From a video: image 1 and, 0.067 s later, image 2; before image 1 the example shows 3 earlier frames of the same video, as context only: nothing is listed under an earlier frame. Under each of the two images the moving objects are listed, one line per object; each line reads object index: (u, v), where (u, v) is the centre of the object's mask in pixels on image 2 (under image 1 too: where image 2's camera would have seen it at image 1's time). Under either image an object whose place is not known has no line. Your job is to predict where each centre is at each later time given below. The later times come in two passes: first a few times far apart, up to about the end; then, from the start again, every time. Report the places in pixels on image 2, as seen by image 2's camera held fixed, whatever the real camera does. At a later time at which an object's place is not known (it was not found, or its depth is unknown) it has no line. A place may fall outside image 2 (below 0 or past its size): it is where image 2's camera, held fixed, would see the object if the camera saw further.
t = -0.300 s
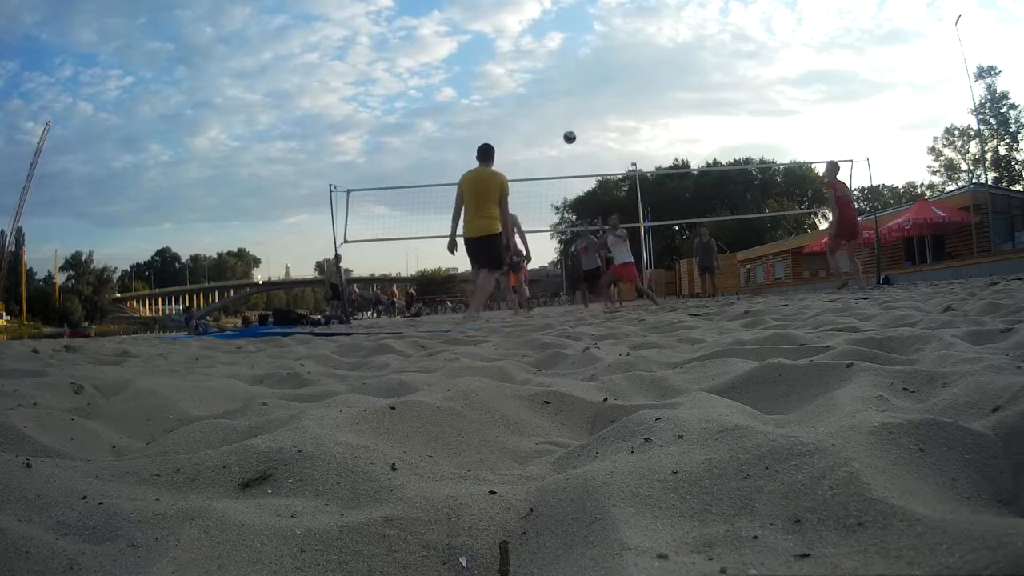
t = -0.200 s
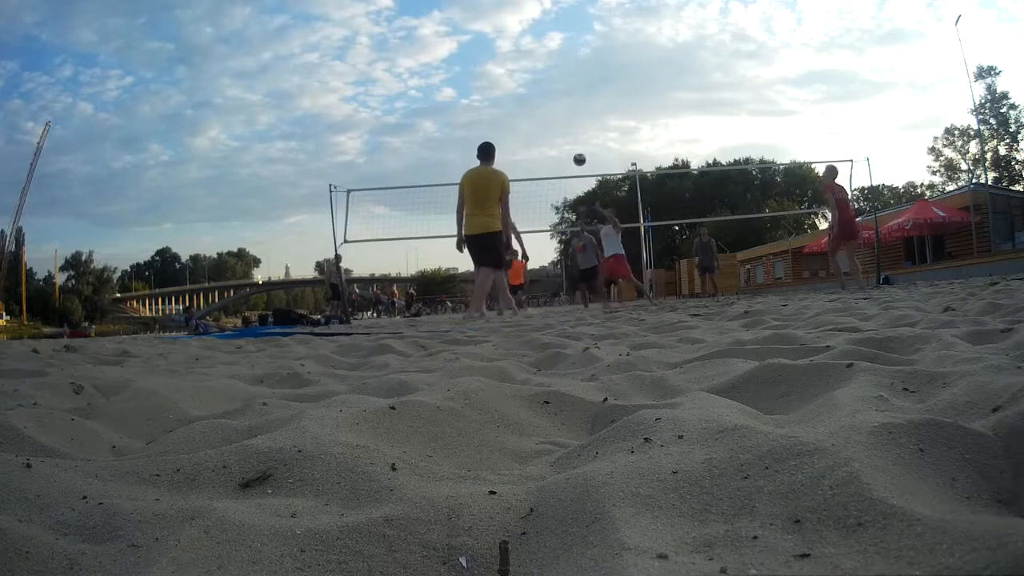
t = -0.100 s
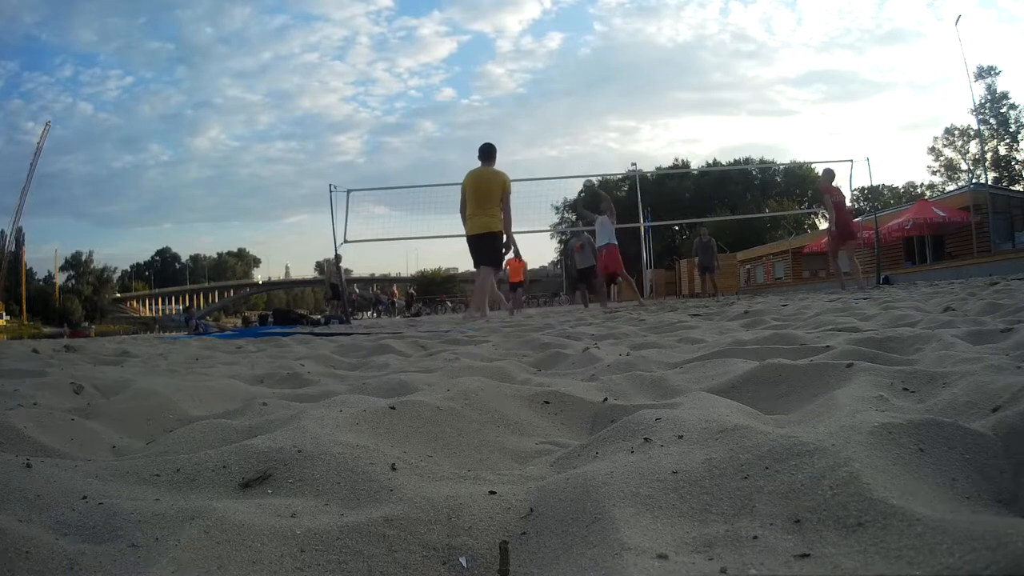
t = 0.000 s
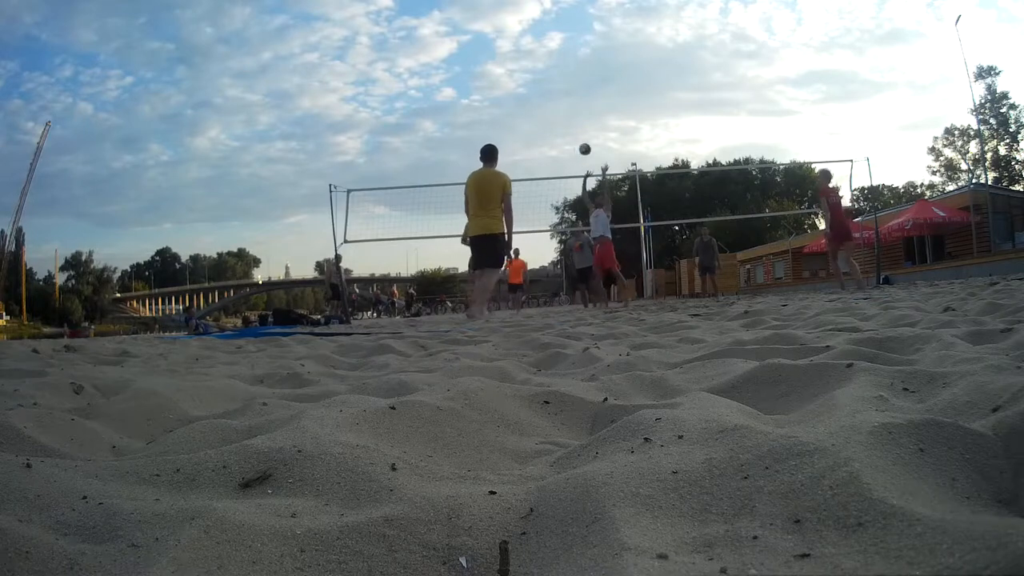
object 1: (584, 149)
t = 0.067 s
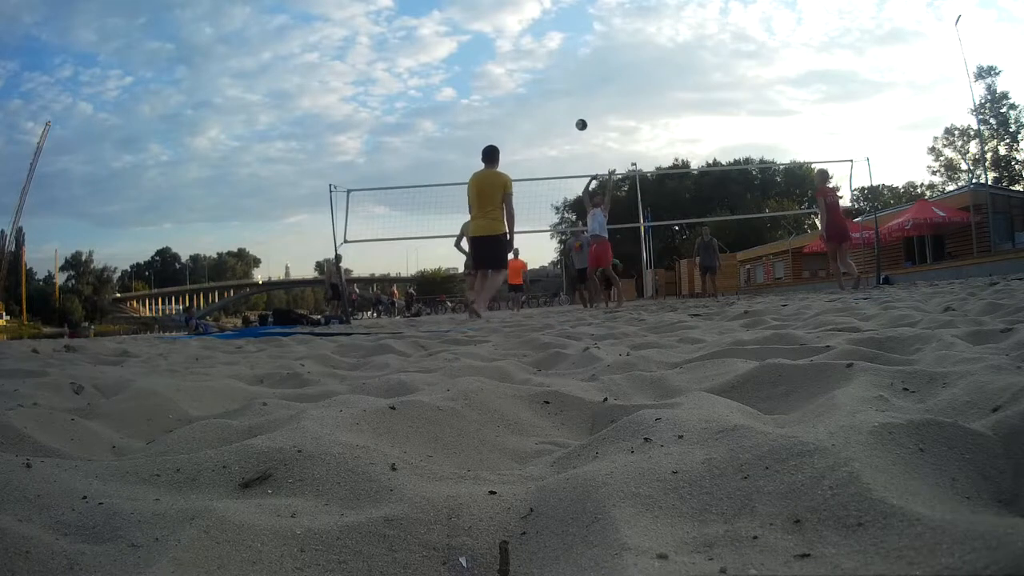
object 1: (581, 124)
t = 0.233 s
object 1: (573, 76)
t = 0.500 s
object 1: (562, 32)
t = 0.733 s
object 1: (555, 24)
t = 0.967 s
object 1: (550, 43)
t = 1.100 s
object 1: (548, 67)
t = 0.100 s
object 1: (579, 113)
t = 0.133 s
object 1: (578, 103)
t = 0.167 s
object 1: (576, 92)
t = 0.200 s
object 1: (574, 84)
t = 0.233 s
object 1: (573, 76)
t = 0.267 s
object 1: (572, 68)
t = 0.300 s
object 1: (570, 62)
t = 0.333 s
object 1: (569, 55)
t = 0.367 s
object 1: (567, 49)
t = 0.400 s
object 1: (566, 44)
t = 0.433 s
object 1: (565, 40)
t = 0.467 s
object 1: (564, 36)
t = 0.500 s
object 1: (562, 32)
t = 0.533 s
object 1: (561, 29)
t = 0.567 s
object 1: (560, 27)
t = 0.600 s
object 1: (559, 26)
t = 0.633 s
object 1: (558, 25)
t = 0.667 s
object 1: (557, 24)
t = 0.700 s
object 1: (556, 24)
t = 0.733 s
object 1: (555, 24)
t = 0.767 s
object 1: (555, 25)
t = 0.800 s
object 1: (554, 27)
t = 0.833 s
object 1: (553, 29)
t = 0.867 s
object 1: (552, 31)
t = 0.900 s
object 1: (551, 34)
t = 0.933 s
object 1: (551, 38)
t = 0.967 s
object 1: (550, 43)
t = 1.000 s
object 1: (550, 48)
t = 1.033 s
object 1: (549, 53)
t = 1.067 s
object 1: (549, 60)
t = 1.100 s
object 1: (548, 67)
